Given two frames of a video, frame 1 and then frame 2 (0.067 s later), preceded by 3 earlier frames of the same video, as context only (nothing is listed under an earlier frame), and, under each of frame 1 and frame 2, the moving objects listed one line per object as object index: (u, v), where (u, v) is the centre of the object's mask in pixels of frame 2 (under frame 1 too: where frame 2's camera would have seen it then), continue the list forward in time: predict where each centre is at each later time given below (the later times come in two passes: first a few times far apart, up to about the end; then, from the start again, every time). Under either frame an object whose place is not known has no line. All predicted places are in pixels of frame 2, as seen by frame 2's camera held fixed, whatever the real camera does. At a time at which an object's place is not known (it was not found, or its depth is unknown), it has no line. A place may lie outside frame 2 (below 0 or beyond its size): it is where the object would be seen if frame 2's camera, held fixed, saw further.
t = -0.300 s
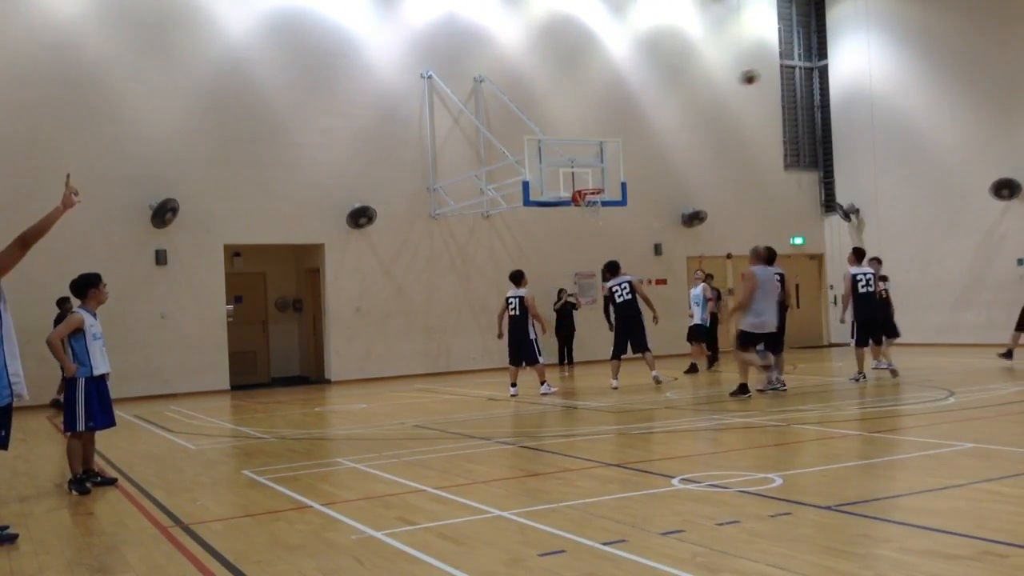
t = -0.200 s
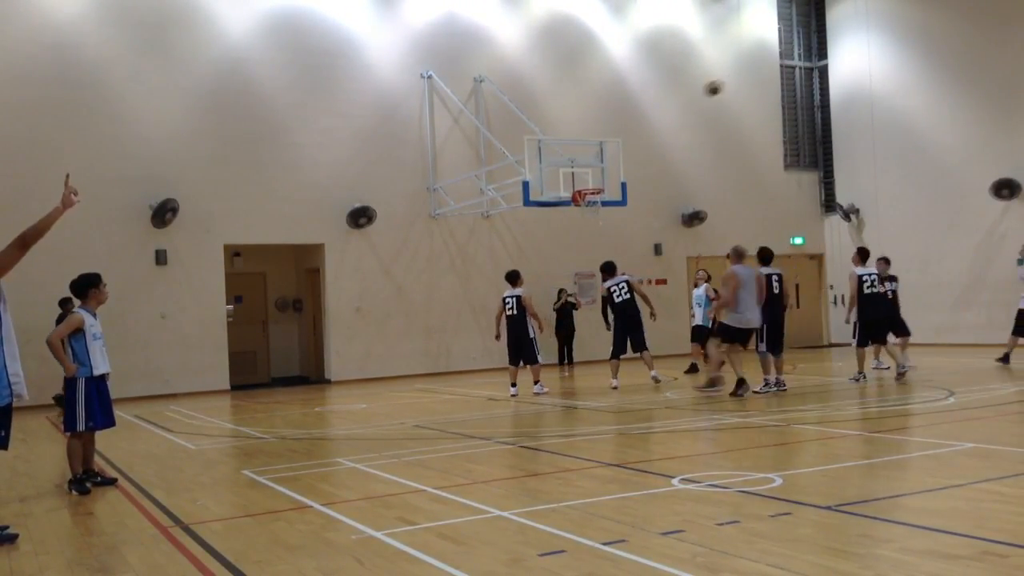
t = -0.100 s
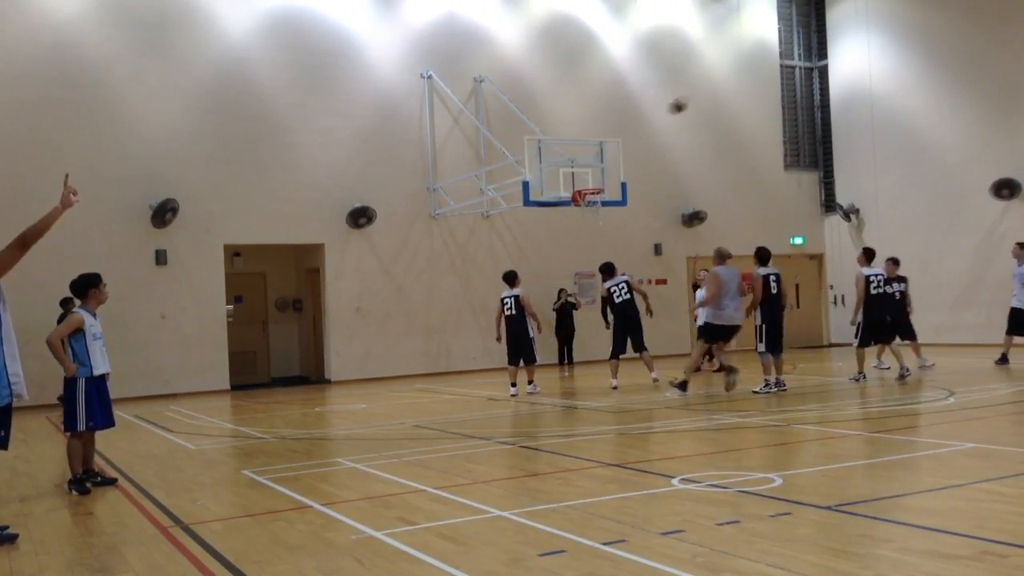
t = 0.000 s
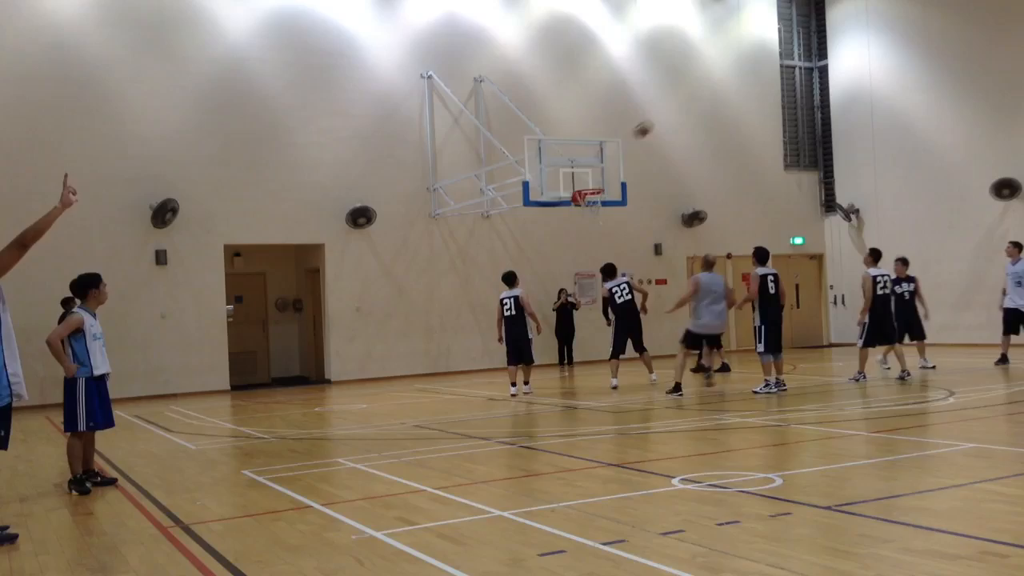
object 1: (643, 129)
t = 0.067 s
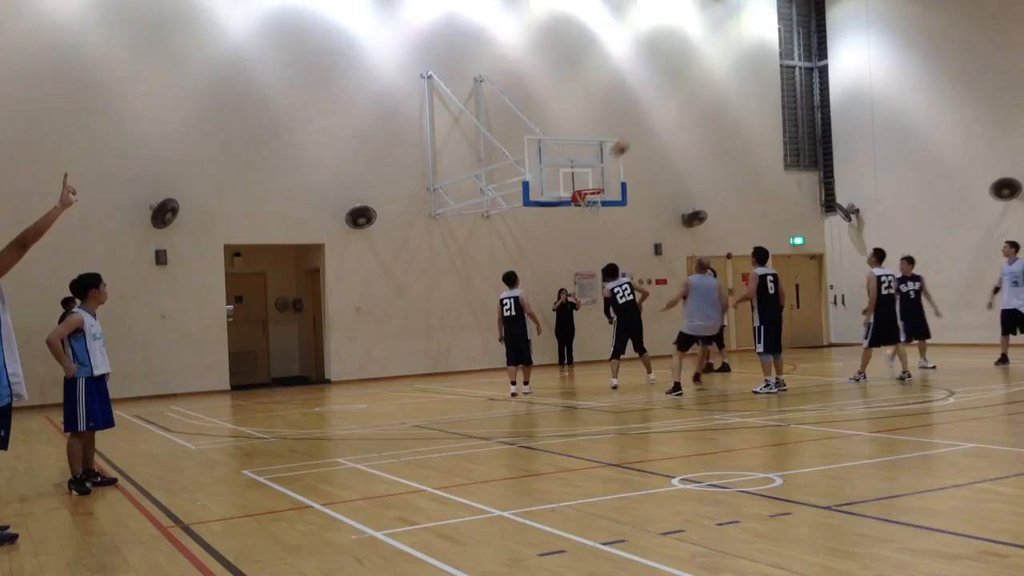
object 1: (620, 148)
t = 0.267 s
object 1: (572, 161)
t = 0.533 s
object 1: (544, 102)
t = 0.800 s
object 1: (517, 87)
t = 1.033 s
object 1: (495, 113)
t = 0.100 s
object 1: (609, 158)
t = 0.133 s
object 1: (596, 170)
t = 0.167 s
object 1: (583, 182)
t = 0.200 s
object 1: (579, 183)
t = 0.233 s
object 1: (574, 170)
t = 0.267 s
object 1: (572, 161)
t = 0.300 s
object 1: (569, 152)
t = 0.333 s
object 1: (565, 141)
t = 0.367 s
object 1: (561, 133)
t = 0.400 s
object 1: (557, 125)
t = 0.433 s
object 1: (555, 119)
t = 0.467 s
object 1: (551, 113)
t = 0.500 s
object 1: (547, 107)
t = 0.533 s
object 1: (544, 102)
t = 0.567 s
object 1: (541, 98)
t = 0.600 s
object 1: (537, 94)
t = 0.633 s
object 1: (534, 91)
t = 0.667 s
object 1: (530, 89)
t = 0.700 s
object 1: (527, 88)
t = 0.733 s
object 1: (524, 87)
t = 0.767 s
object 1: (521, 87)
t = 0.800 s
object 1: (517, 87)
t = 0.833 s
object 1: (514, 89)
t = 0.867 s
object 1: (511, 91)
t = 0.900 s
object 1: (508, 93)
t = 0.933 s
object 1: (504, 97)
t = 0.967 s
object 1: (502, 101)
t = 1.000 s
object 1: (498, 107)
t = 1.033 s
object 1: (495, 113)
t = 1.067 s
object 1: (492, 120)
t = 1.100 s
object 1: (489, 127)
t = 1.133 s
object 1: (485, 135)
